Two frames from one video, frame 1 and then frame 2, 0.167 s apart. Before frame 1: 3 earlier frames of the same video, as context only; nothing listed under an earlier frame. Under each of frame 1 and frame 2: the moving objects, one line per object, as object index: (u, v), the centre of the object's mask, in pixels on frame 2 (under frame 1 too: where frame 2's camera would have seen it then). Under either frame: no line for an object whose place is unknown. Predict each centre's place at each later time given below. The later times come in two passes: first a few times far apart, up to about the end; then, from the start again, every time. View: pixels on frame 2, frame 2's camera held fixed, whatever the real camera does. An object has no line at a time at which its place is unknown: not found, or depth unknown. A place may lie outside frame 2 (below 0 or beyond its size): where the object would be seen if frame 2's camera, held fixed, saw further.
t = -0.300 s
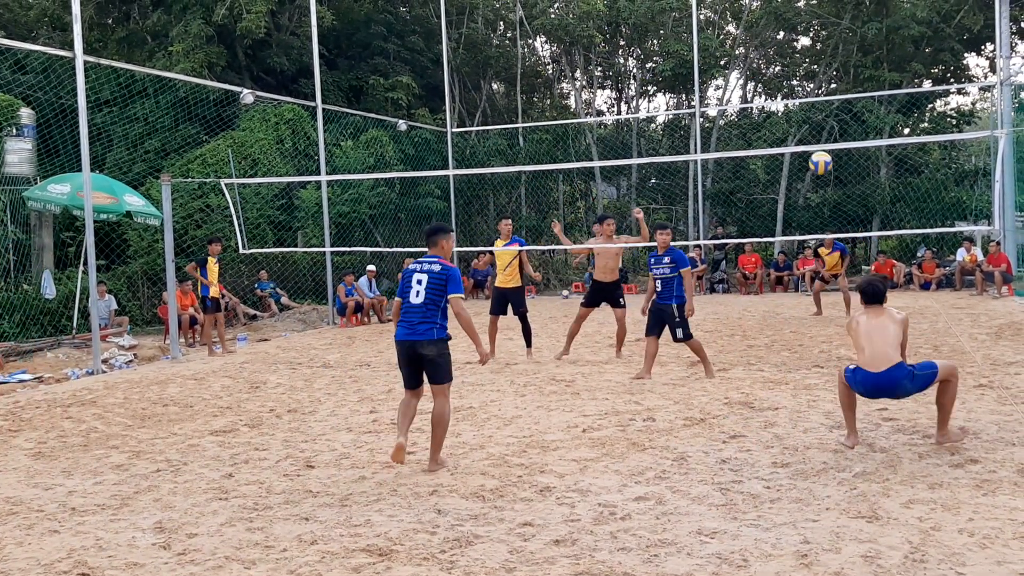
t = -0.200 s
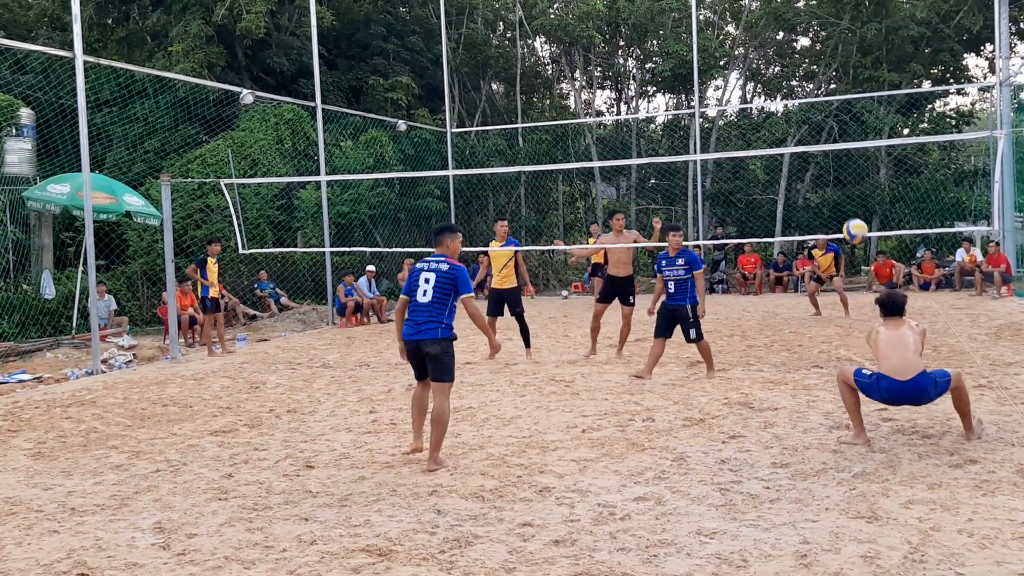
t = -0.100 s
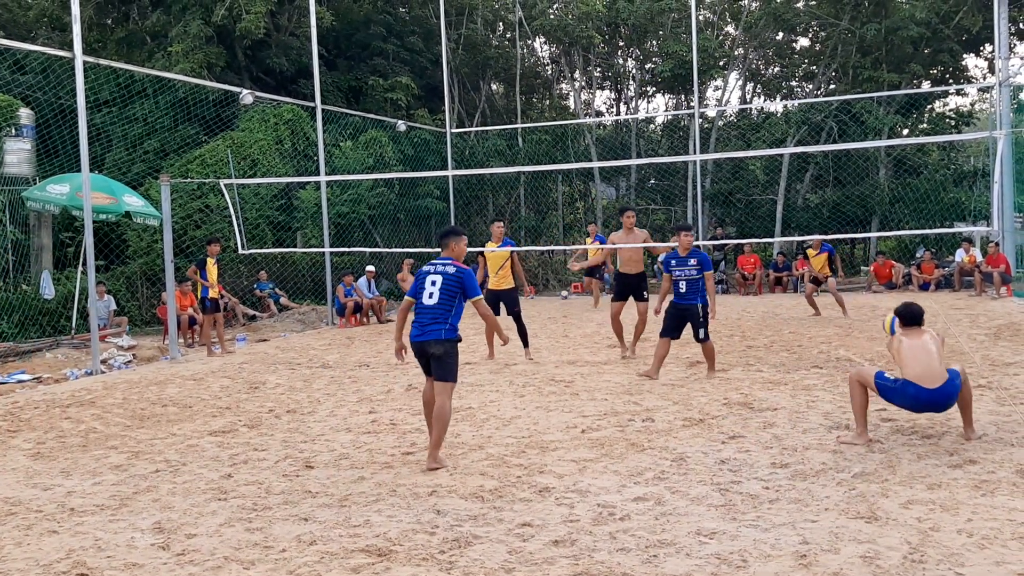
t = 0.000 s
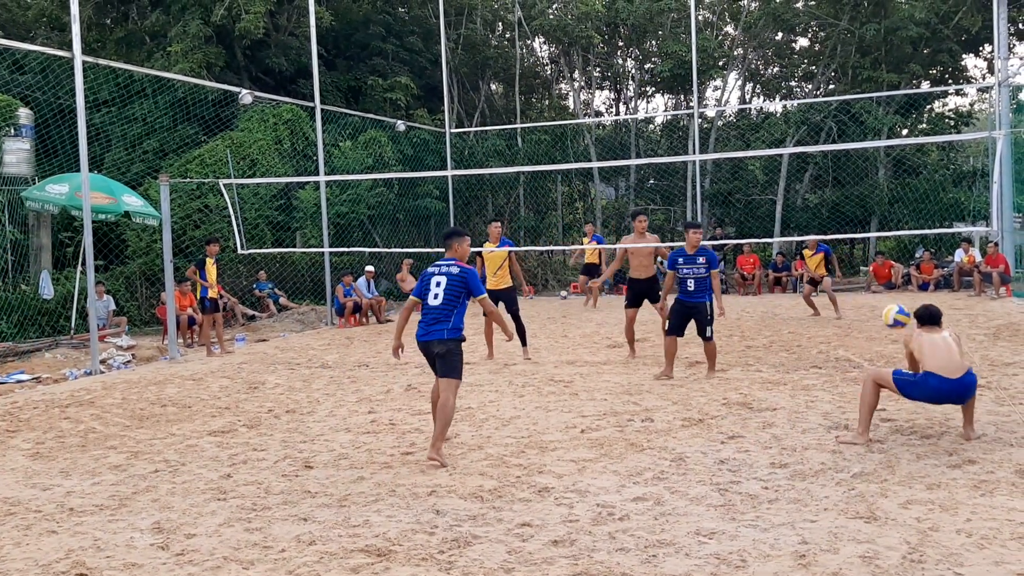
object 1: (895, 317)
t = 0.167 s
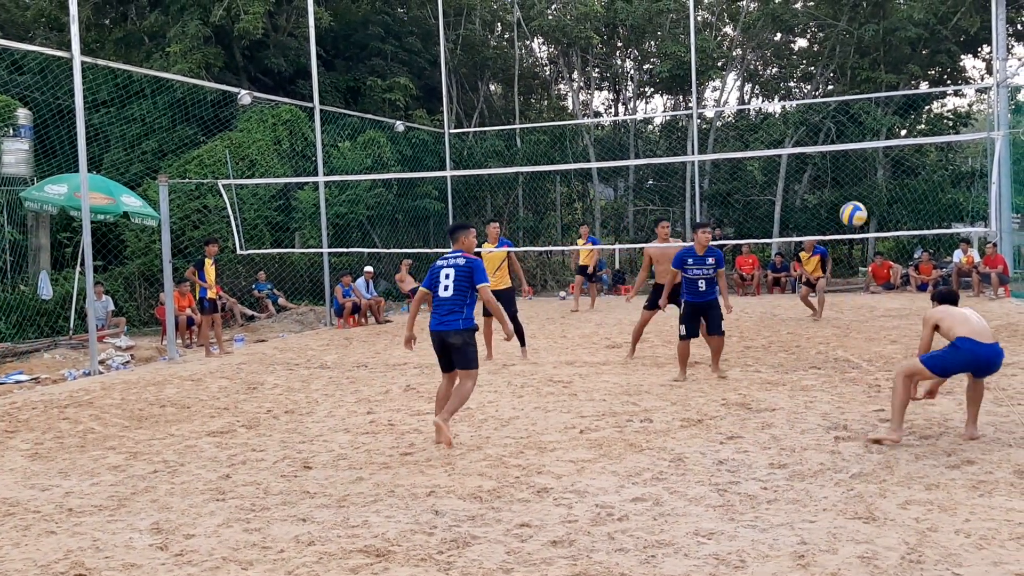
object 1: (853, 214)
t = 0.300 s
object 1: (823, 160)
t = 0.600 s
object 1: (763, 116)
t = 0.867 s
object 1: (716, 160)
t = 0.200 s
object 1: (845, 199)
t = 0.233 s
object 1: (838, 184)
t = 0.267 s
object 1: (830, 171)
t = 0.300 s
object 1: (823, 160)
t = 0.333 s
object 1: (816, 149)
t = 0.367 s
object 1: (809, 140)
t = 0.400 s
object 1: (802, 133)
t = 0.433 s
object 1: (795, 127)
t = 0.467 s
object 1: (788, 122)
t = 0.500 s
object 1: (782, 120)
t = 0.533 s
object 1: (776, 118)
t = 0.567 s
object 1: (768, 116)
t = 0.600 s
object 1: (763, 116)
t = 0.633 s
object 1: (756, 118)
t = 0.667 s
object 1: (750, 121)
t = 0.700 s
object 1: (744, 124)
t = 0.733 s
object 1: (738, 129)
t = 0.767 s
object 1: (733, 134)
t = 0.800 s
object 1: (727, 141)
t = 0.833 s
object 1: (722, 150)
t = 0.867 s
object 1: (716, 160)
